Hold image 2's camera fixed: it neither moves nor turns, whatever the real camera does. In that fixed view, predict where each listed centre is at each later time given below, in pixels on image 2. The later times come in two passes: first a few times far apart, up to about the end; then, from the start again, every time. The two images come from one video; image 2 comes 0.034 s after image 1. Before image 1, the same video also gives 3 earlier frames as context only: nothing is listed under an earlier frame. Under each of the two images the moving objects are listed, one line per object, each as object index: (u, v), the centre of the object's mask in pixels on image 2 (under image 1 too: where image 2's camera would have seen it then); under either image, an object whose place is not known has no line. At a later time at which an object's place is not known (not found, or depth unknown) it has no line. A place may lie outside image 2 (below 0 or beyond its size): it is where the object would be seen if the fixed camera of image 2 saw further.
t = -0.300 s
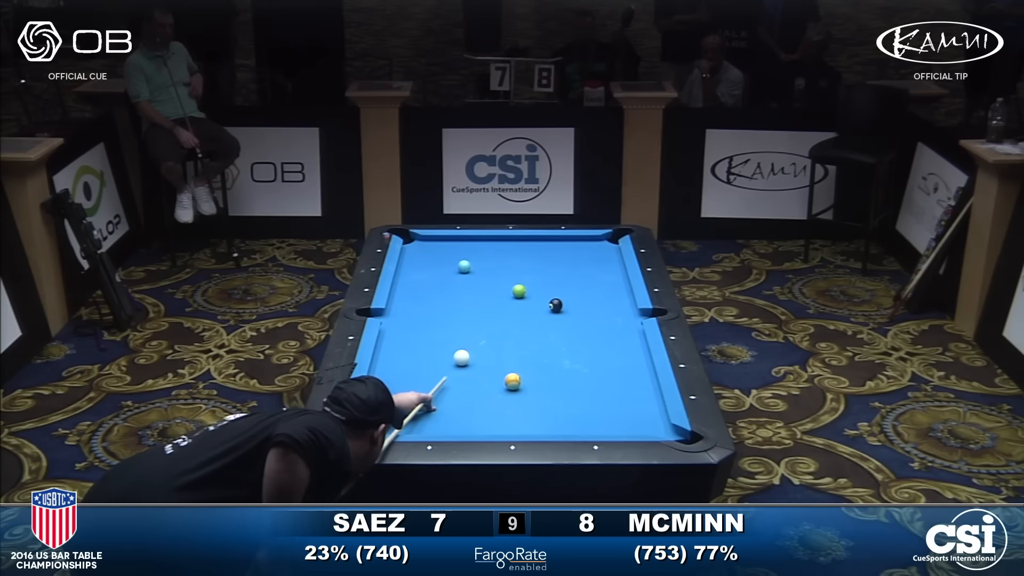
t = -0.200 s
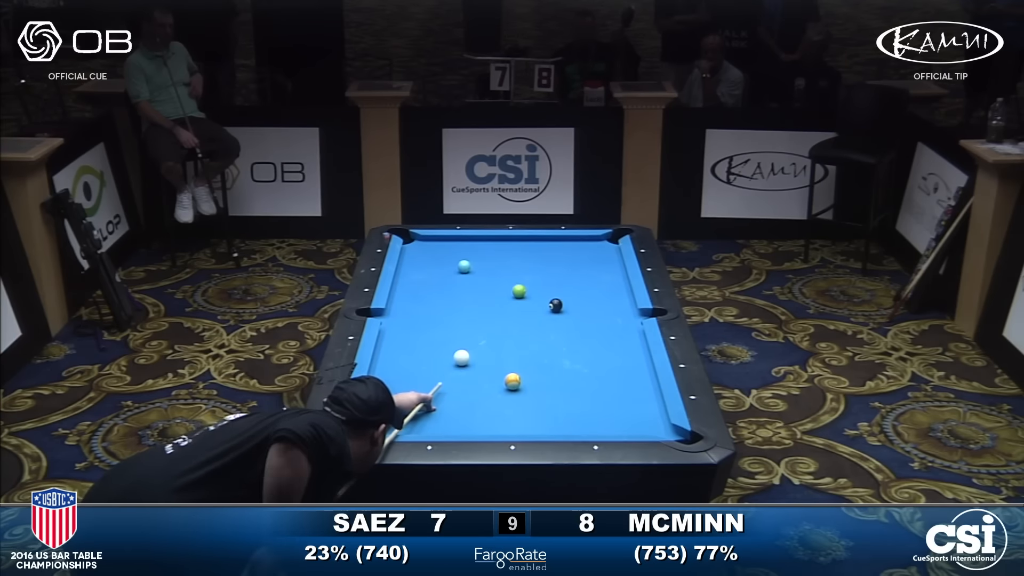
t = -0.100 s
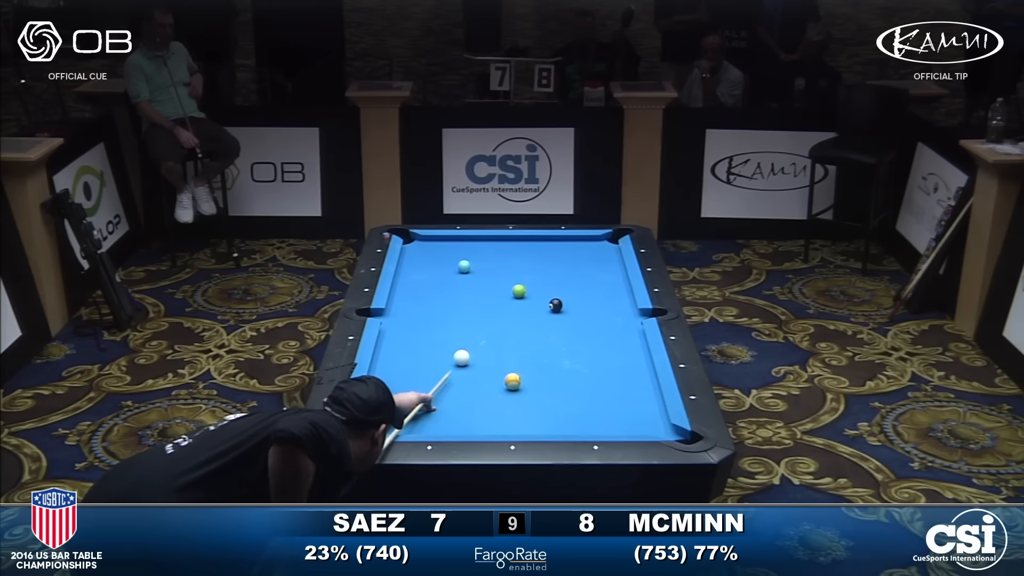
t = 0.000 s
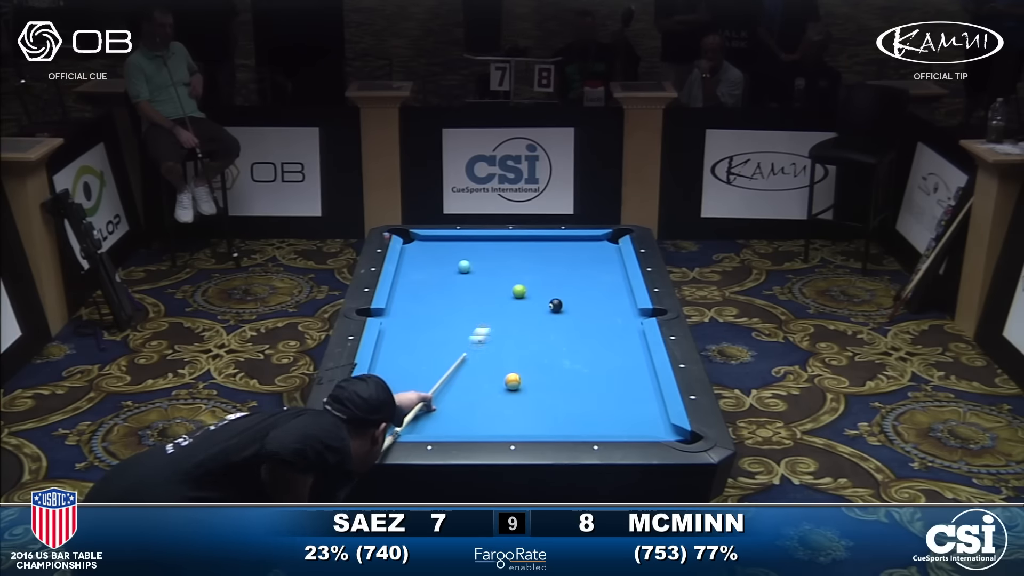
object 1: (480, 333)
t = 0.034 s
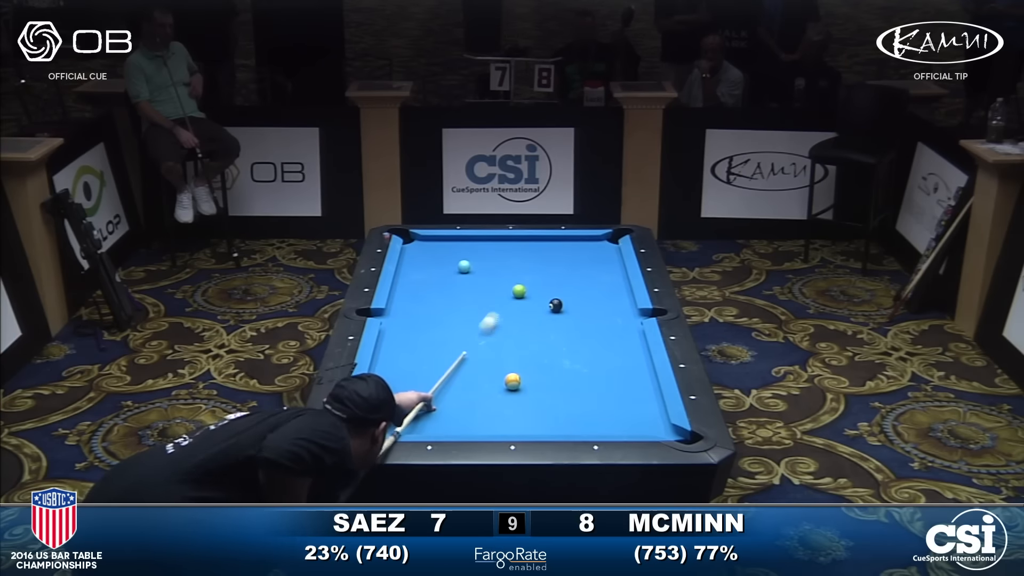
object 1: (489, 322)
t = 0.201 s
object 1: (500, 292)
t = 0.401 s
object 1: (475, 289)
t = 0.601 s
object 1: (452, 286)
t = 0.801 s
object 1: (430, 283)
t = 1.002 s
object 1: (409, 281)
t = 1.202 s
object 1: (404, 279)
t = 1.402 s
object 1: (414, 279)
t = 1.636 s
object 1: (424, 279)
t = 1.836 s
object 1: (432, 279)
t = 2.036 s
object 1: (440, 279)
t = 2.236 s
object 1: (446, 279)
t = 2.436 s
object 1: (452, 279)
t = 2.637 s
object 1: (457, 279)
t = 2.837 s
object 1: (461, 279)
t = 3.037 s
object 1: (464, 279)
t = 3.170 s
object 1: (466, 280)
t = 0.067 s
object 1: (498, 311)
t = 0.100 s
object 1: (506, 301)
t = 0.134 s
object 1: (510, 295)
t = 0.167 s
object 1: (505, 293)
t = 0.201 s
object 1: (500, 292)
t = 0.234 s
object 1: (496, 291)
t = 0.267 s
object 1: (491, 291)
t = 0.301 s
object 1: (487, 290)
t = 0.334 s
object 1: (483, 290)
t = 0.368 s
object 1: (479, 289)
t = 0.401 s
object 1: (475, 289)
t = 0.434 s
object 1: (471, 288)
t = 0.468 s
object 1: (468, 288)
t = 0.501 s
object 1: (464, 288)
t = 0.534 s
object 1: (460, 287)
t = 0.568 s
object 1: (456, 286)
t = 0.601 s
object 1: (452, 286)
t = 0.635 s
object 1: (448, 286)
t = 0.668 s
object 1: (445, 285)
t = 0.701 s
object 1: (441, 285)
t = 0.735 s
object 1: (437, 284)
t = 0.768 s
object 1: (434, 284)
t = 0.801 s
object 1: (430, 283)
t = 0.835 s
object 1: (426, 283)
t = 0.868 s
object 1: (423, 282)
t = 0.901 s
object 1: (419, 282)
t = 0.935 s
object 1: (416, 281)
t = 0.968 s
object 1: (412, 281)
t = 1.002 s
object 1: (409, 281)
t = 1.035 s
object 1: (406, 280)
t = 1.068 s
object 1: (402, 280)
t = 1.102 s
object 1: (399, 280)
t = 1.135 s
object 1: (401, 279)
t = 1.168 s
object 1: (403, 279)
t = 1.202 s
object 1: (404, 279)
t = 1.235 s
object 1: (406, 279)
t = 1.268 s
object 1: (408, 279)
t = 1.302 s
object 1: (409, 279)
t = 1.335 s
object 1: (411, 279)
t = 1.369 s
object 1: (413, 279)
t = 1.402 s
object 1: (414, 279)
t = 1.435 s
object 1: (416, 279)
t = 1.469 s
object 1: (417, 279)
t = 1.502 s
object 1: (419, 279)
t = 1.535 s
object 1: (420, 279)
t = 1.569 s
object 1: (422, 279)
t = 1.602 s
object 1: (423, 279)
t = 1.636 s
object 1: (424, 279)
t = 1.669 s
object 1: (426, 279)
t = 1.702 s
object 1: (427, 279)
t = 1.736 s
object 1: (428, 279)
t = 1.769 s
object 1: (430, 279)
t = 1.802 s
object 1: (431, 279)
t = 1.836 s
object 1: (432, 279)
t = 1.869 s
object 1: (434, 279)
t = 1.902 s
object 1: (435, 279)
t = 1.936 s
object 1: (436, 279)
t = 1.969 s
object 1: (437, 279)
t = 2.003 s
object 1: (438, 279)
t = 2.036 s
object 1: (440, 279)
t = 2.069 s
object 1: (441, 279)
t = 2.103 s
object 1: (442, 279)
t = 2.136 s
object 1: (443, 279)
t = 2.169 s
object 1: (444, 279)
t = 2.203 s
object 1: (445, 279)
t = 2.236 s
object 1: (446, 279)
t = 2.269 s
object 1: (447, 279)
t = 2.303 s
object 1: (448, 279)
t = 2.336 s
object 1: (449, 279)
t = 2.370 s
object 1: (450, 279)
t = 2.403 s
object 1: (451, 279)
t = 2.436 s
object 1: (452, 279)
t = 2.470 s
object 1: (453, 279)
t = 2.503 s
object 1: (454, 279)
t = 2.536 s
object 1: (454, 279)
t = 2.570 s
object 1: (455, 279)
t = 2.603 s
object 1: (456, 279)
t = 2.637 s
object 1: (457, 279)
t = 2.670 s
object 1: (457, 279)
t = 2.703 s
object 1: (458, 279)
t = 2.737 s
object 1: (459, 279)
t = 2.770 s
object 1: (459, 279)
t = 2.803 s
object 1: (460, 279)
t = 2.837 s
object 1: (461, 279)
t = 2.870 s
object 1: (461, 279)
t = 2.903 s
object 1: (462, 279)
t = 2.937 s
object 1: (463, 279)
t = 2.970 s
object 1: (463, 279)
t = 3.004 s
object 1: (464, 279)
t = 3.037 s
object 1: (464, 279)
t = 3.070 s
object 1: (465, 279)
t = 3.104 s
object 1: (465, 280)
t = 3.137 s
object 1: (466, 280)
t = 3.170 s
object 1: (466, 280)
